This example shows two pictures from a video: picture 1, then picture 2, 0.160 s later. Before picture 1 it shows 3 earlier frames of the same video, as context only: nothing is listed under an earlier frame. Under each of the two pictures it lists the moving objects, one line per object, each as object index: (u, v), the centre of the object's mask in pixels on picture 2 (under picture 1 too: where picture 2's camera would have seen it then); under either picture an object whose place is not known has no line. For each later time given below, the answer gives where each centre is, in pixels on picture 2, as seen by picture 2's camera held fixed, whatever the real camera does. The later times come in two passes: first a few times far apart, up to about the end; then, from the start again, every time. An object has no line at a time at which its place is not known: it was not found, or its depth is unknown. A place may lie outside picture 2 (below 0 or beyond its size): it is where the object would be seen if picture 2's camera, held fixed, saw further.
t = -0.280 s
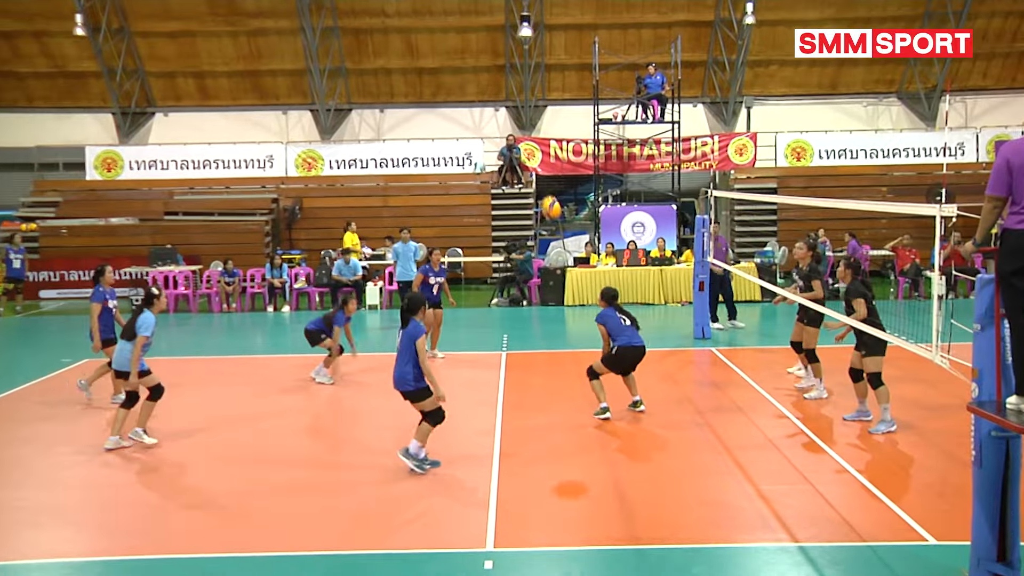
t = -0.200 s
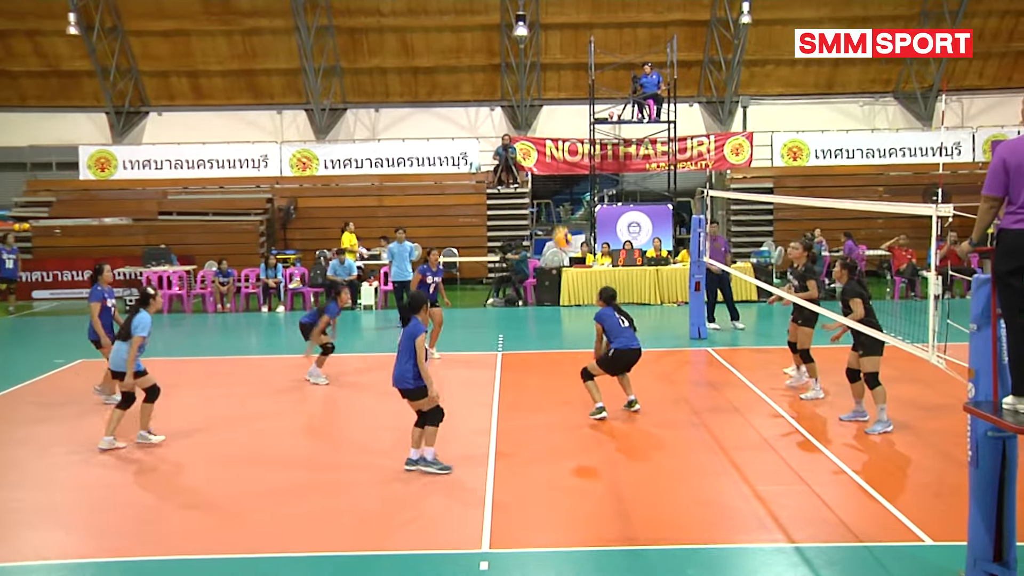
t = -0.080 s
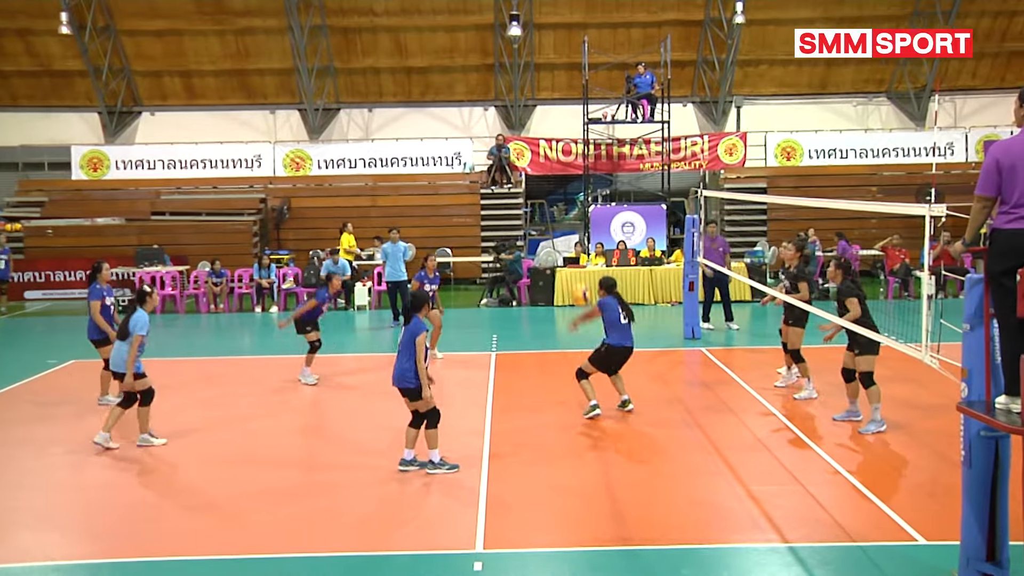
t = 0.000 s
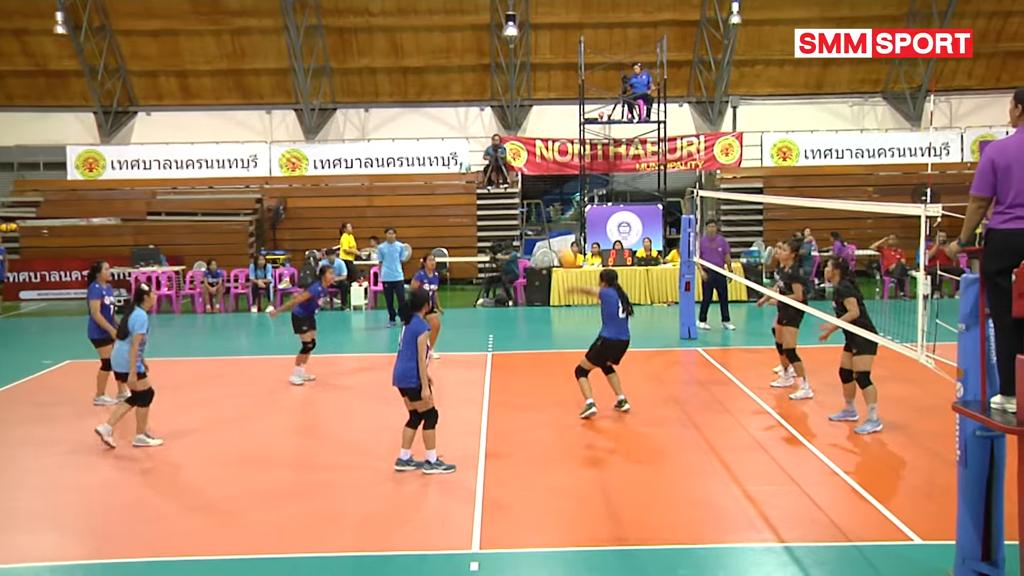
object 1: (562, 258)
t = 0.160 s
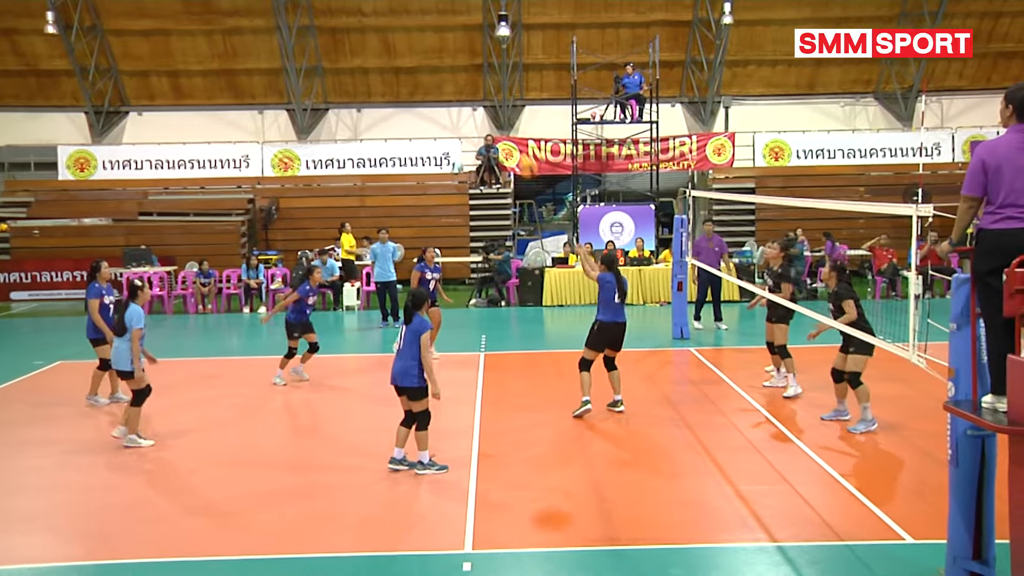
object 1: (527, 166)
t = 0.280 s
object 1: (501, 113)
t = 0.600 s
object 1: (441, 51)
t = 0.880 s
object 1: (399, 75)
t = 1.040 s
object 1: (379, 113)
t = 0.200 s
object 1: (519, 145)
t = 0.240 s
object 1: (509, 127)
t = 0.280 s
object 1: (501, 113)
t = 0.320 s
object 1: (493, 101)
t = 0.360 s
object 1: (485, 88)
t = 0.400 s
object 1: (478, 76)
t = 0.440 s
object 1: (469, 71)
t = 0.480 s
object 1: (463, 64)
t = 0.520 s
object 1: (455, 56)
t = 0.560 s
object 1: (447, 52)
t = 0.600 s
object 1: (441, 51)
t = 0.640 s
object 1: (434, 50)
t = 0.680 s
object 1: (429, 49)
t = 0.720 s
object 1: (422, 53)
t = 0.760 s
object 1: (416, 56)
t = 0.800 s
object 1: (409, 59)
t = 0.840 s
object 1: (404, 67)
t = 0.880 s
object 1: (399, 75)
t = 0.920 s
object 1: (394, 84)
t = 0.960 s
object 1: (389, 93)
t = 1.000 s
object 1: (384, 103)
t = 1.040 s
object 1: (379, 113)
